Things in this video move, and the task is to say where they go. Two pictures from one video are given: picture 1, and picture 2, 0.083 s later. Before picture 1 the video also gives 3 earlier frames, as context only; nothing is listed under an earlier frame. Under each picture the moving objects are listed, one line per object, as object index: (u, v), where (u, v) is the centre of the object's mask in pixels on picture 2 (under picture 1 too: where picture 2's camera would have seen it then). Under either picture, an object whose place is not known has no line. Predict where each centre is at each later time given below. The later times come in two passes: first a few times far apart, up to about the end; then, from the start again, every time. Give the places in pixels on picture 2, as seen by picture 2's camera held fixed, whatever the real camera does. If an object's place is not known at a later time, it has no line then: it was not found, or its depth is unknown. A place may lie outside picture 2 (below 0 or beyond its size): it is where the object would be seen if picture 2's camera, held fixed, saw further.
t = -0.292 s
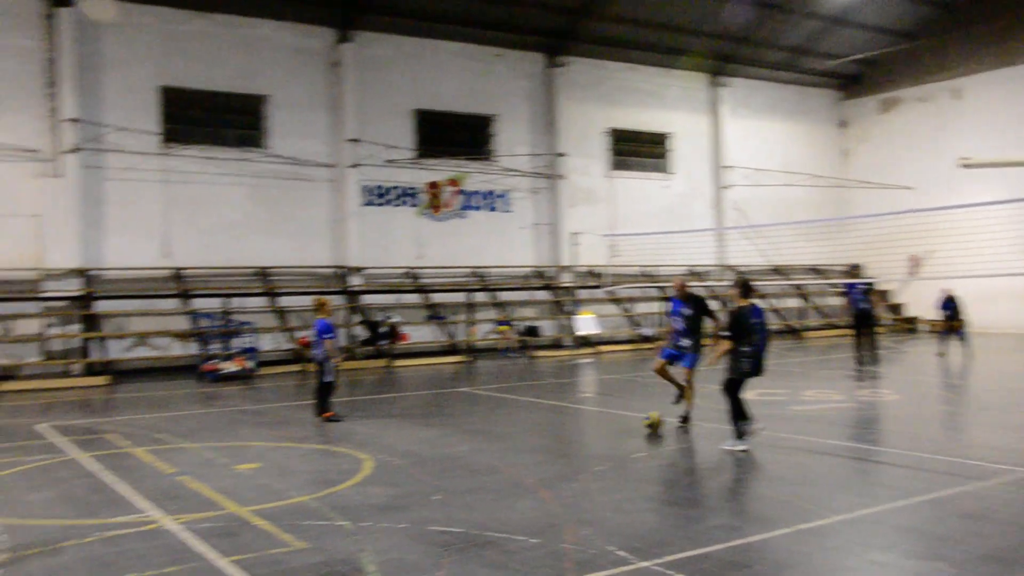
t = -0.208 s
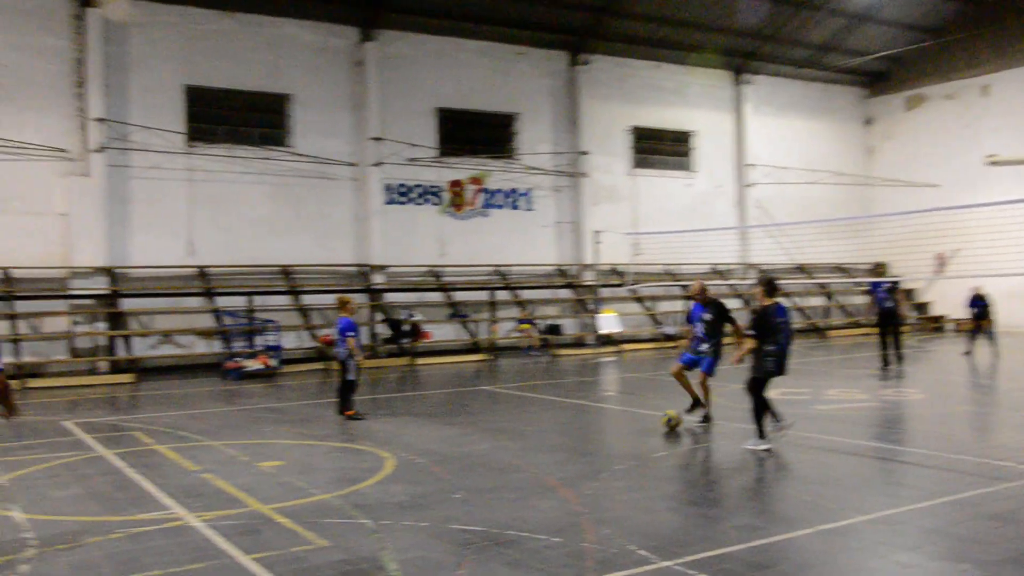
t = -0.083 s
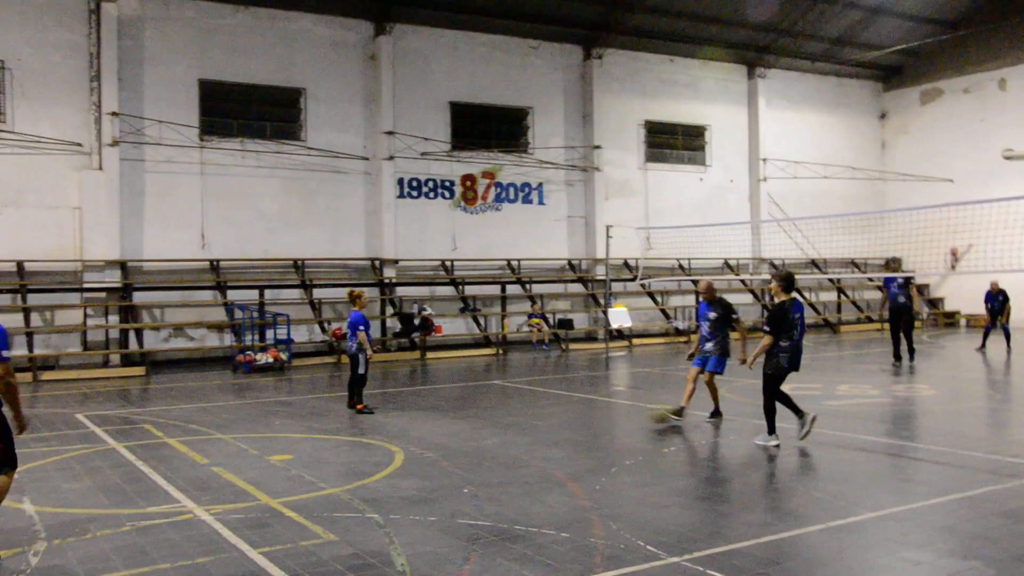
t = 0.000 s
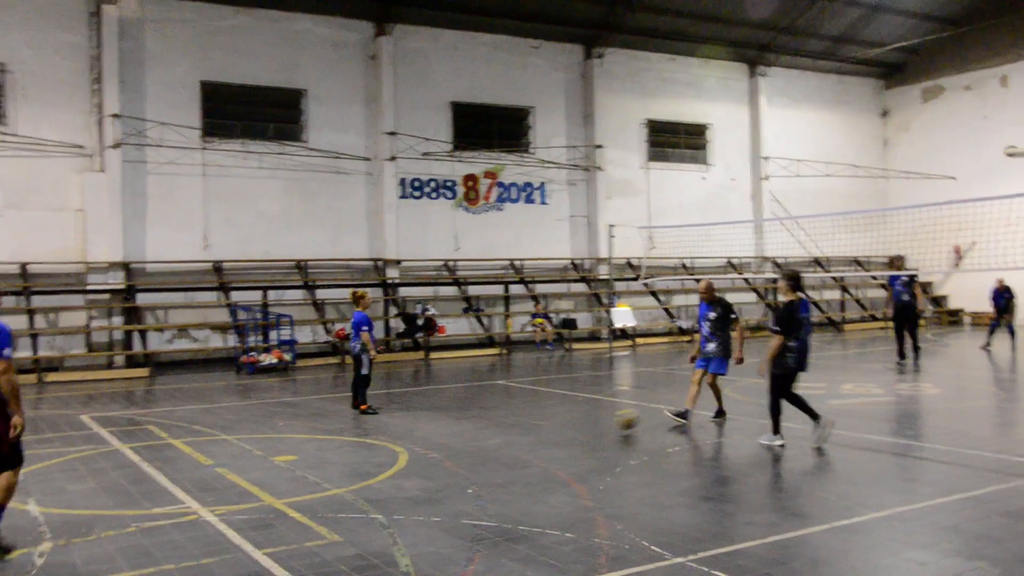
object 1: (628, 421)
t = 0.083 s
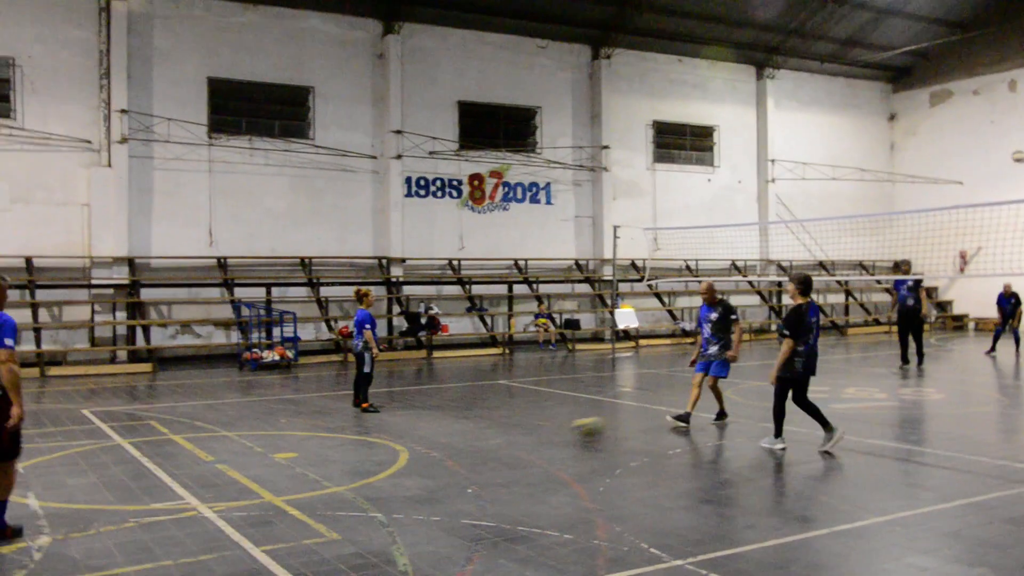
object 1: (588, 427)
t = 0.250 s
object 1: (510, 441)
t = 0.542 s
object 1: (393, 457)
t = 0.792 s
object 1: (285, 473)
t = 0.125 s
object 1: (569, 430)
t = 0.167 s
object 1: (549, 436)
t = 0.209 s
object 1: (530, 438)
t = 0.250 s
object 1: (510, 441)
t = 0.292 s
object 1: (492, 444)
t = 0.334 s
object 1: (475, 446)
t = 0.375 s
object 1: (457, 447)
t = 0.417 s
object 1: (441, 450)
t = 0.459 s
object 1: (424, 452)
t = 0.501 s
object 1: (409, 456)
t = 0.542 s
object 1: (393, 457)
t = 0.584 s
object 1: (376, 460)
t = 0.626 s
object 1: (357, 463)
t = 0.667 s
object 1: (341, 466)
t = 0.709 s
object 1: (322, 468)
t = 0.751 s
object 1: (305, 471)
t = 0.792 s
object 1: (285, 473)
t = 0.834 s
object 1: (267, 476)
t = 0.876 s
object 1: (246, 479)
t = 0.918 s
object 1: (227, 481)
